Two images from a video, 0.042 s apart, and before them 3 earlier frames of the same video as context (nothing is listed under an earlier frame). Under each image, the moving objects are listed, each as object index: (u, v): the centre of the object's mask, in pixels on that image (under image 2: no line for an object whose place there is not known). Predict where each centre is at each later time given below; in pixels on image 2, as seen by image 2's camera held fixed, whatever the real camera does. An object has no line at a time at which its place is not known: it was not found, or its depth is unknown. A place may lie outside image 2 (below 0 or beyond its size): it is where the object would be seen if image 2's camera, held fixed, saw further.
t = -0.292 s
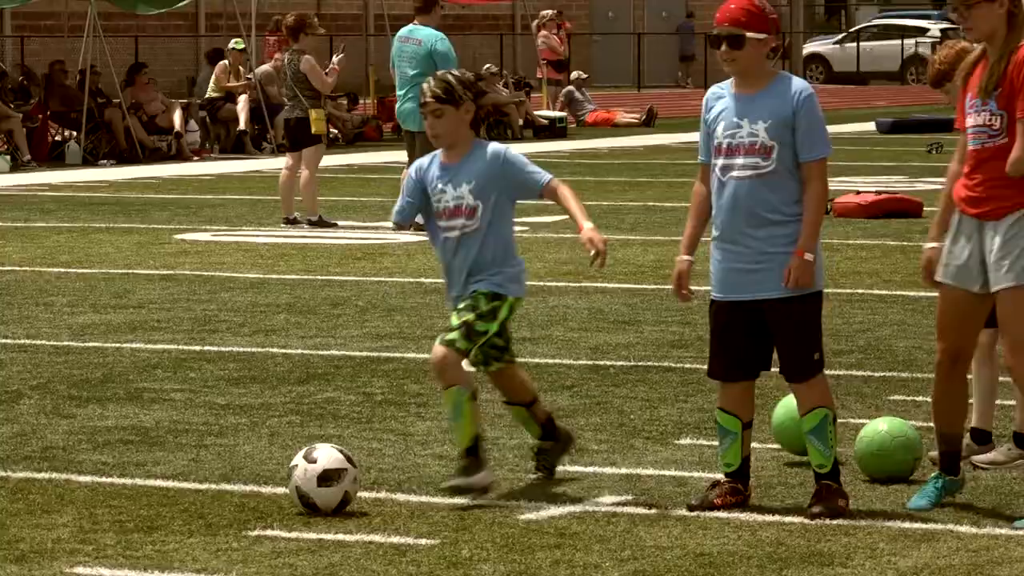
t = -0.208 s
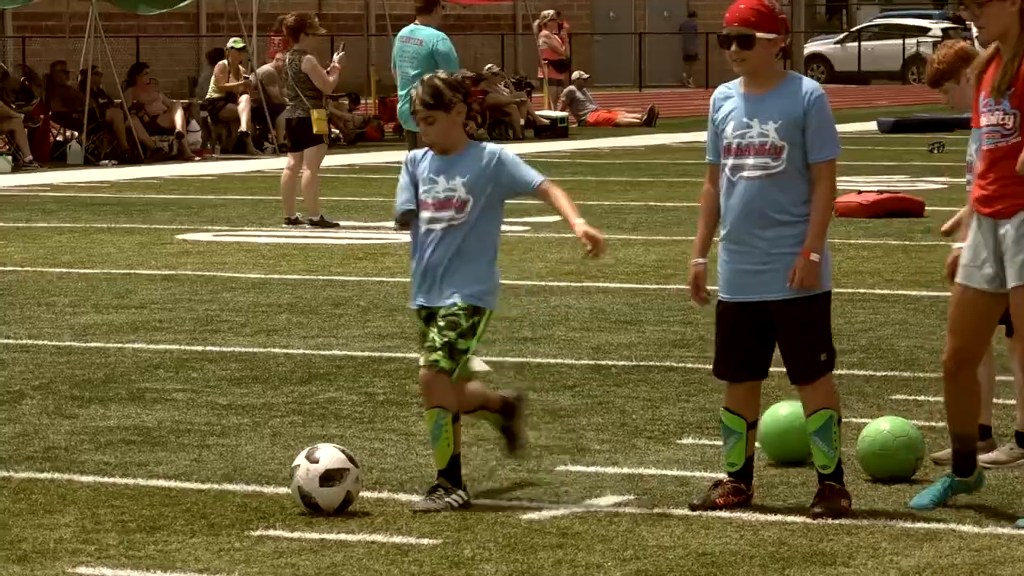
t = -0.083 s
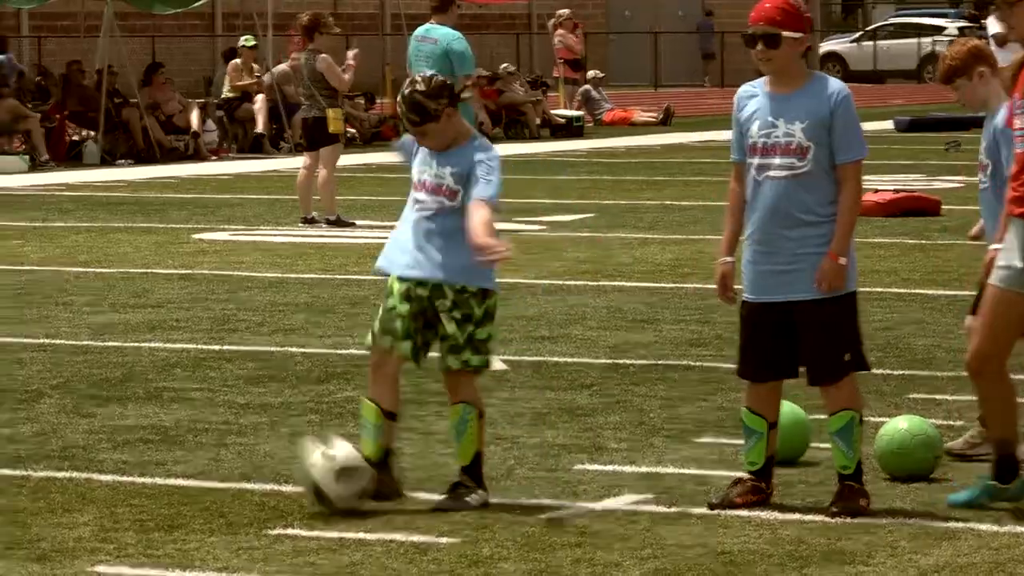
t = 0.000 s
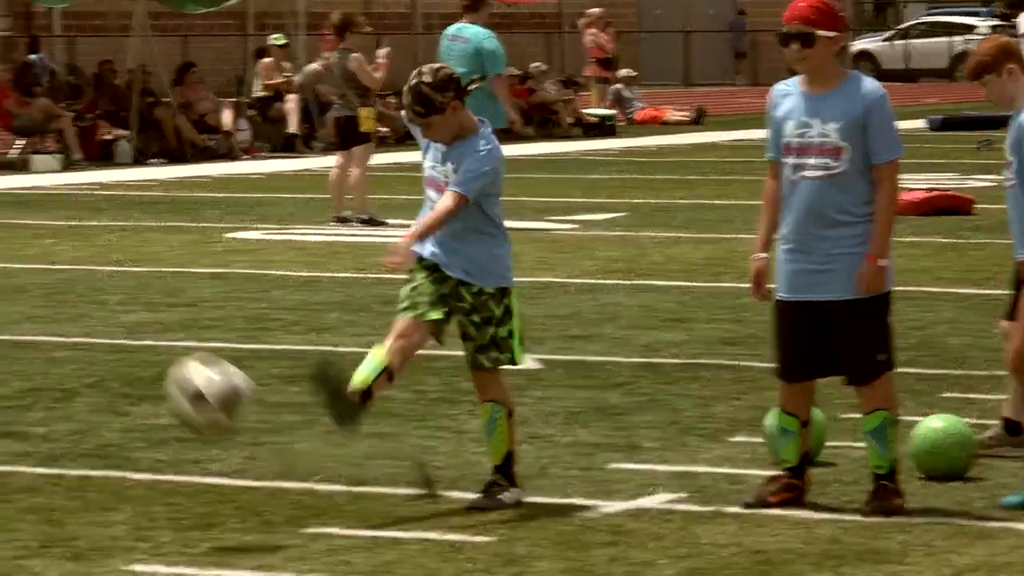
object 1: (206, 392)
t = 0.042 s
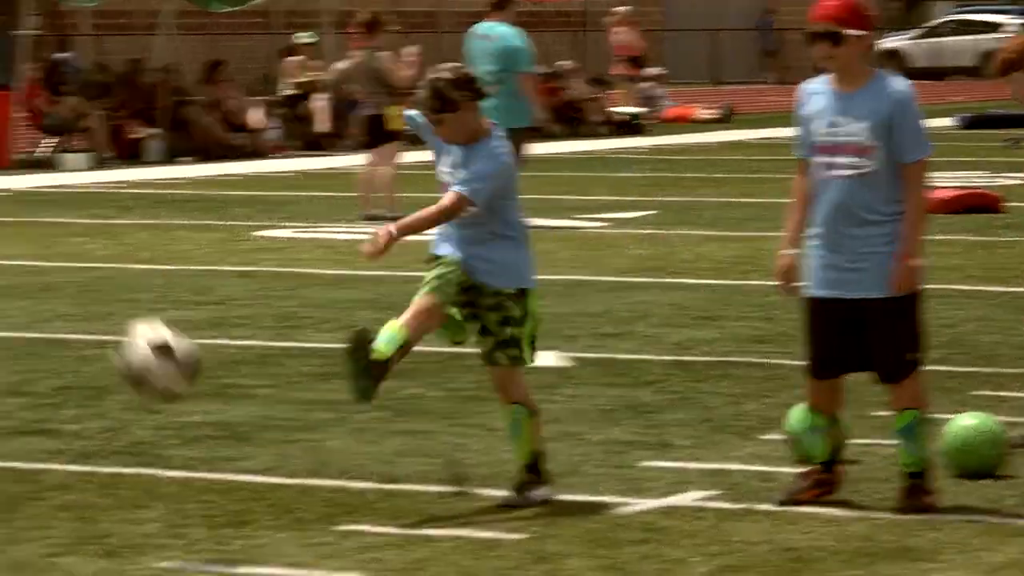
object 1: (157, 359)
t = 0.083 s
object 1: (67, 330)
